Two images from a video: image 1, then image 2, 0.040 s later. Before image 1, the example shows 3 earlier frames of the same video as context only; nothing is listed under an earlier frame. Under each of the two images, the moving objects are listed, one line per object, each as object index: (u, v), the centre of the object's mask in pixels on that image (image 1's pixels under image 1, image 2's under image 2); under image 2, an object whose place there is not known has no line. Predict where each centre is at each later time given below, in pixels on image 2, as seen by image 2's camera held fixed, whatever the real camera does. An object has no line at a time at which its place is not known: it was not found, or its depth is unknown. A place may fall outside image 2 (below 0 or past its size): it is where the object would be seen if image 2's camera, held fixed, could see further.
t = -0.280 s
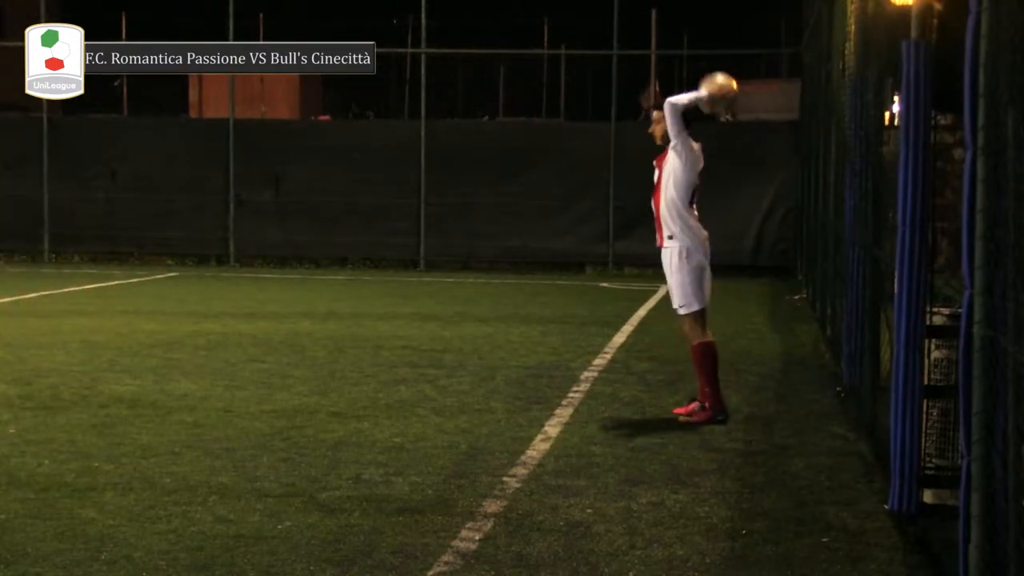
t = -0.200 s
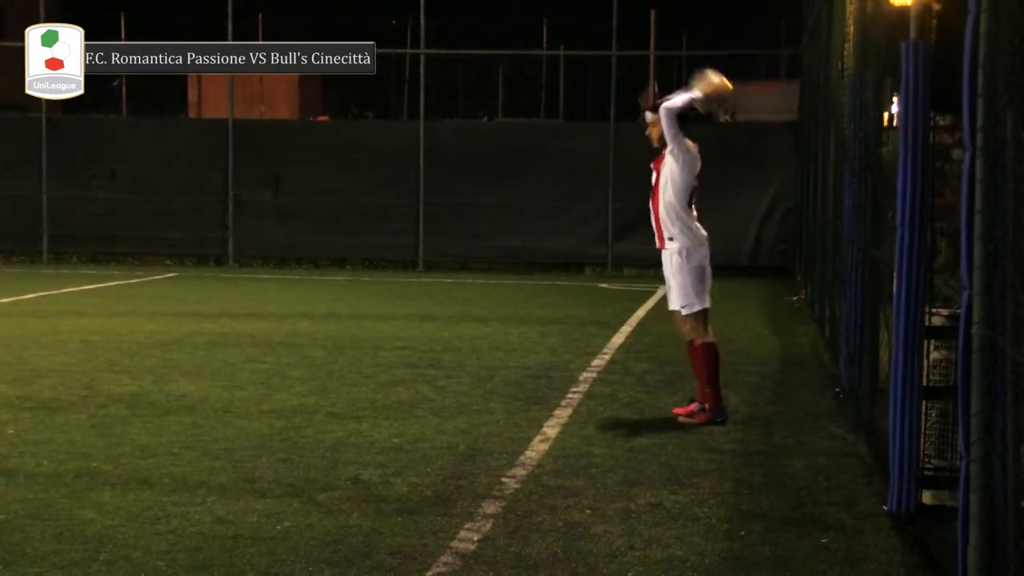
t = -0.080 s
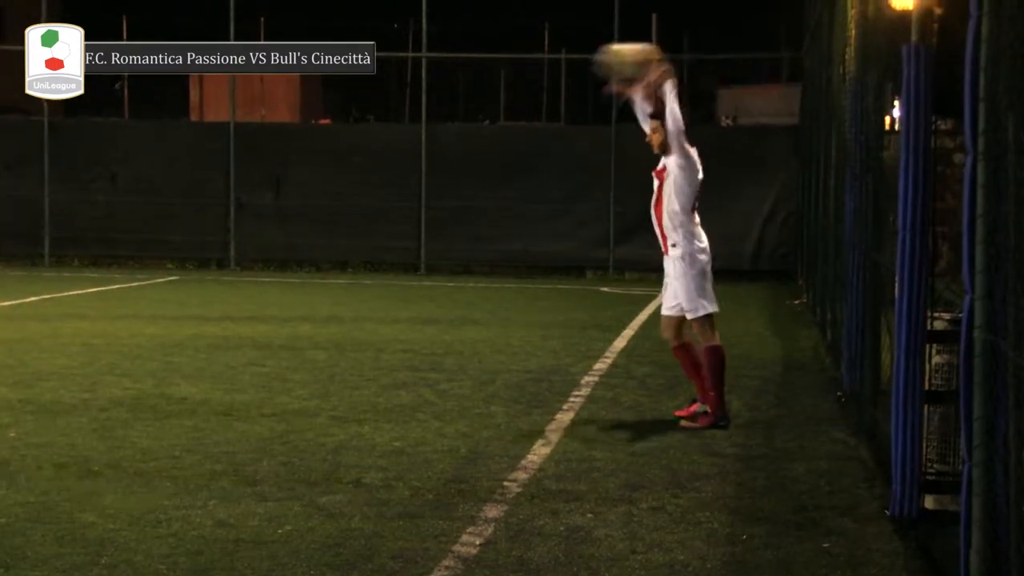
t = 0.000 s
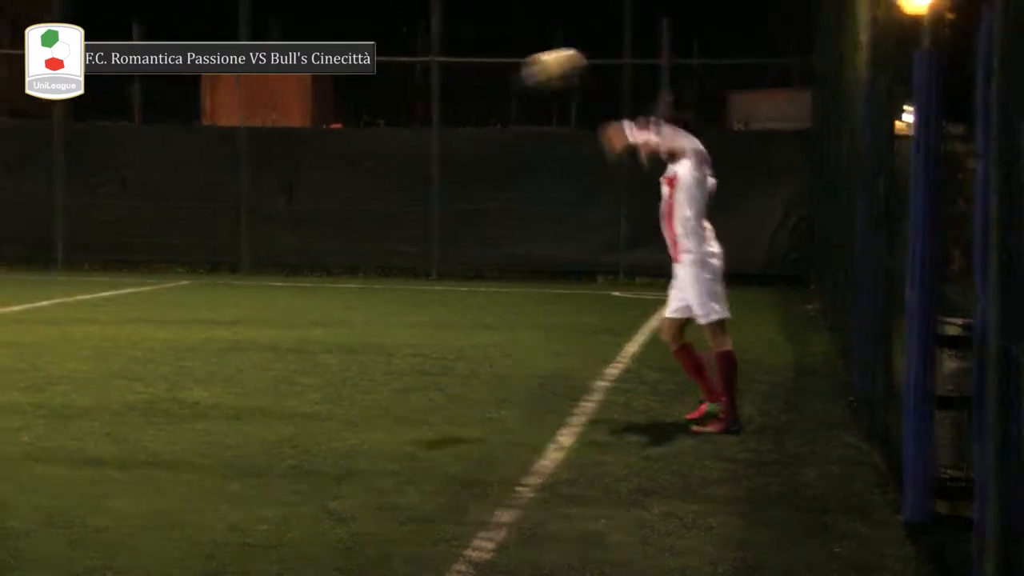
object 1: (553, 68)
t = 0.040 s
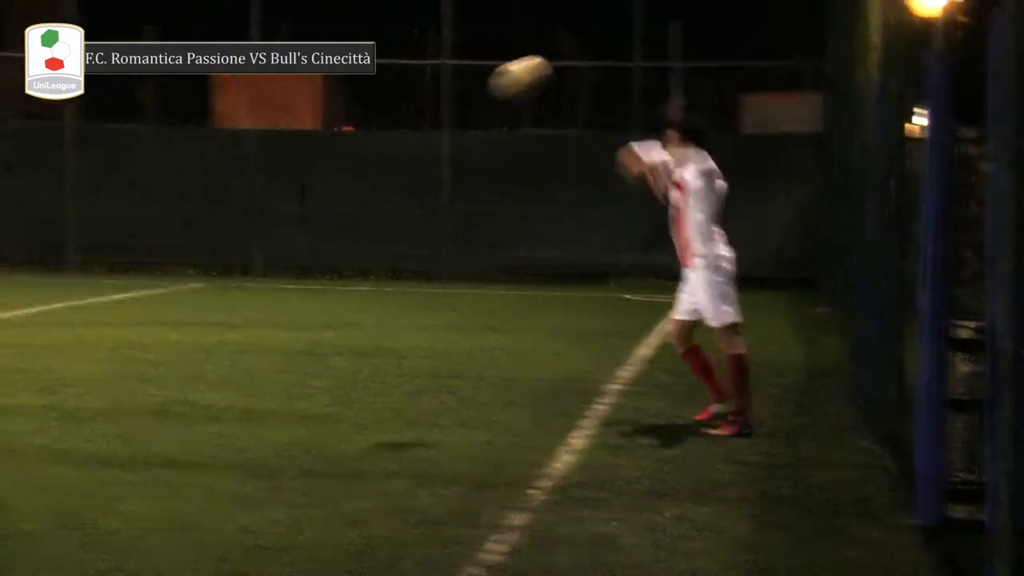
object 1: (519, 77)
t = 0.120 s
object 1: (433, 99)
